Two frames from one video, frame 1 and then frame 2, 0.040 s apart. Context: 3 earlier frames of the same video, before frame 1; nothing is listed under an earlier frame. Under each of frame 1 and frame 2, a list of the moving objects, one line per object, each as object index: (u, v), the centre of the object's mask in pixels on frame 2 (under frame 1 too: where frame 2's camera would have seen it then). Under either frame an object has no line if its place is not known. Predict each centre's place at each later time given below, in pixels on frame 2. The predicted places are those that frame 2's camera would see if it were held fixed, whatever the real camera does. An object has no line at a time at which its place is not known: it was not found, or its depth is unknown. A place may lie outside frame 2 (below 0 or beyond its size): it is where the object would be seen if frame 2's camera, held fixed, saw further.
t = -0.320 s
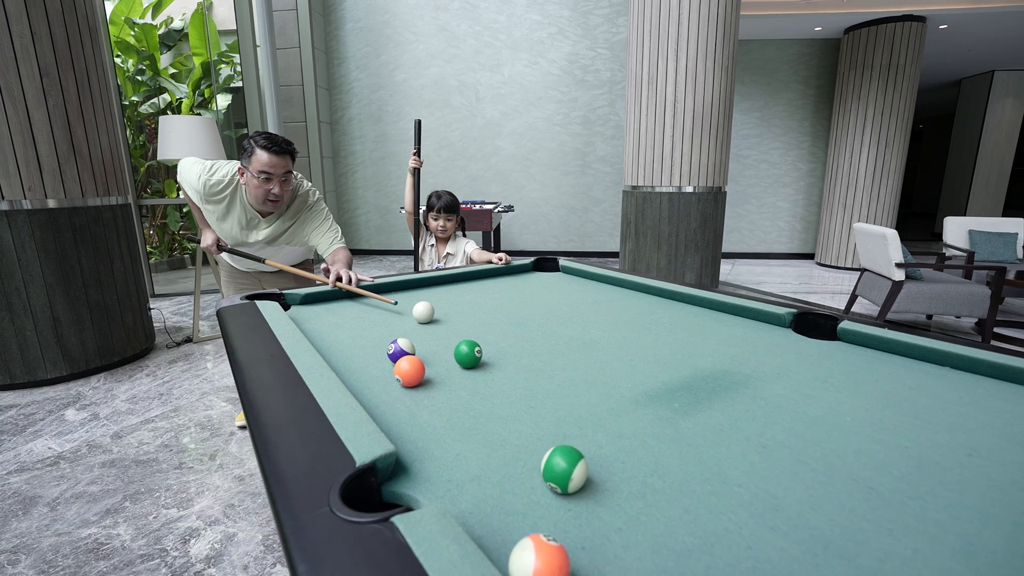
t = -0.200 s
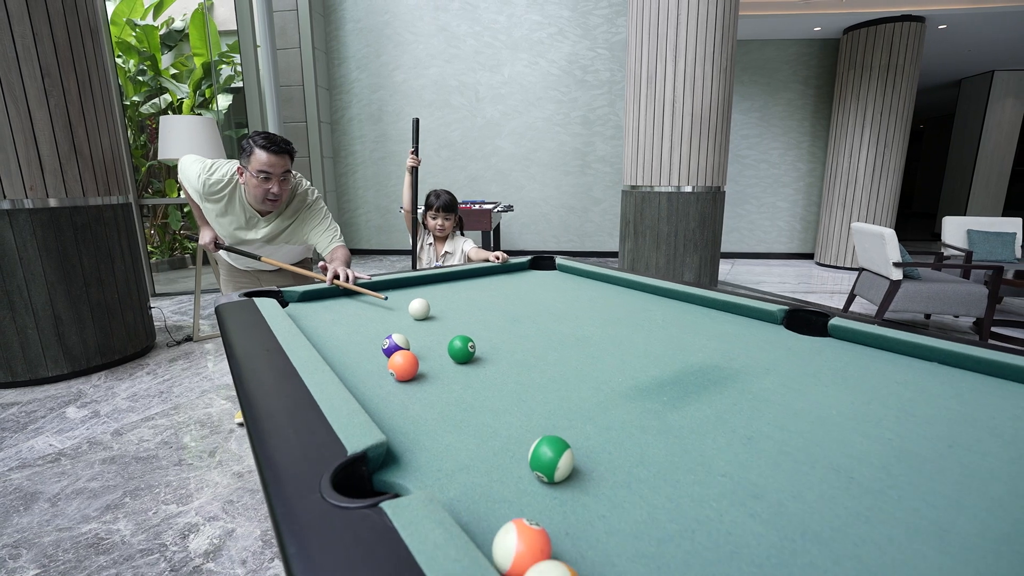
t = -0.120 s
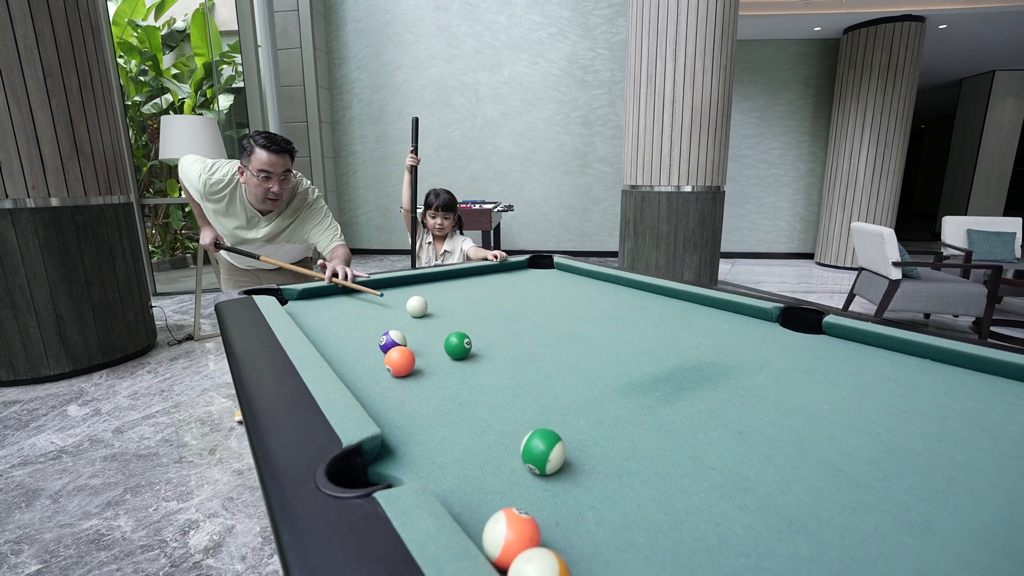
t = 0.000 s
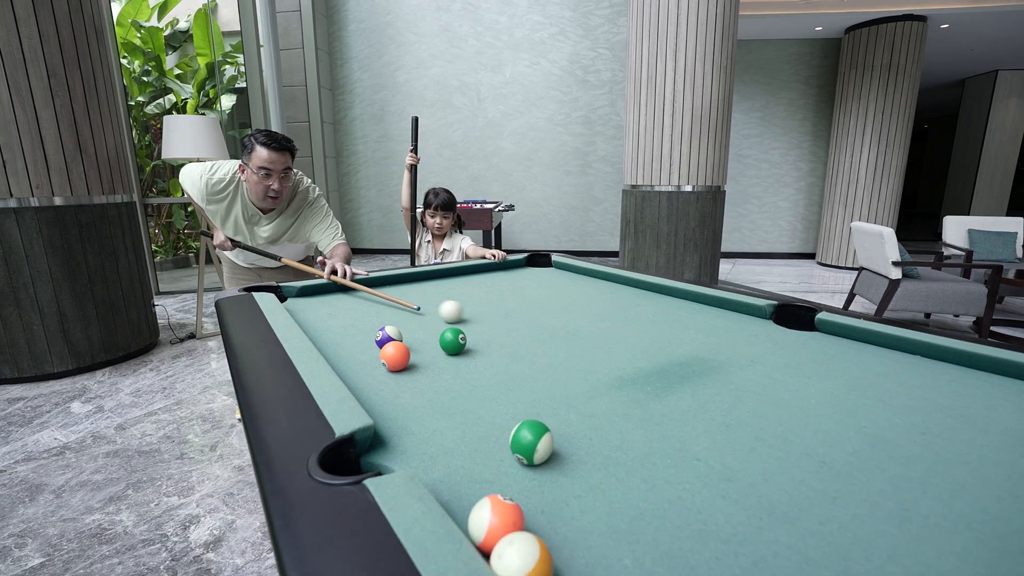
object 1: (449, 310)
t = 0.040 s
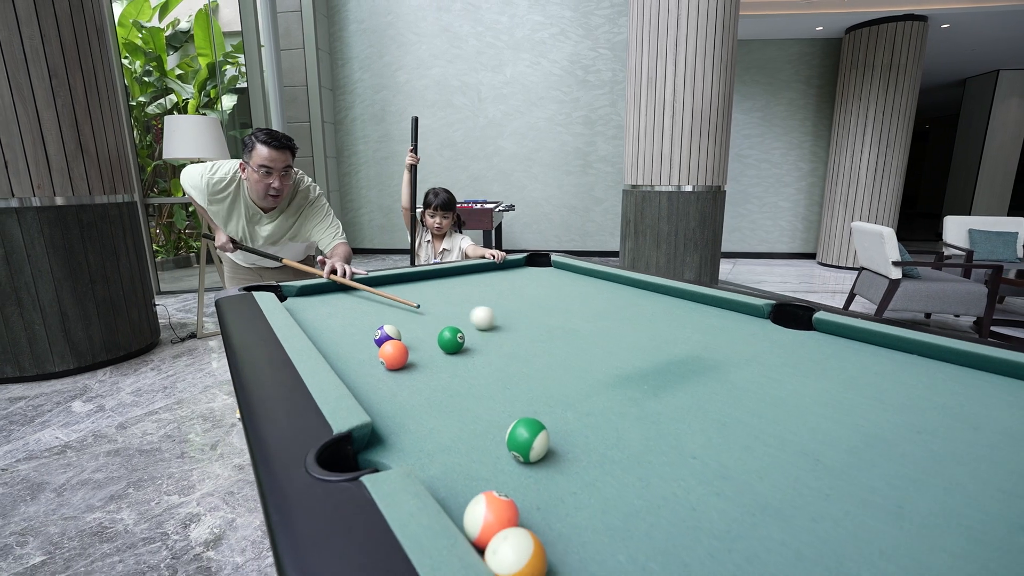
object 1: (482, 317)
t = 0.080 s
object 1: (517, 325)
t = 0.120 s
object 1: (555, 333)
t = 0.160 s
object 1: (595, 342)
